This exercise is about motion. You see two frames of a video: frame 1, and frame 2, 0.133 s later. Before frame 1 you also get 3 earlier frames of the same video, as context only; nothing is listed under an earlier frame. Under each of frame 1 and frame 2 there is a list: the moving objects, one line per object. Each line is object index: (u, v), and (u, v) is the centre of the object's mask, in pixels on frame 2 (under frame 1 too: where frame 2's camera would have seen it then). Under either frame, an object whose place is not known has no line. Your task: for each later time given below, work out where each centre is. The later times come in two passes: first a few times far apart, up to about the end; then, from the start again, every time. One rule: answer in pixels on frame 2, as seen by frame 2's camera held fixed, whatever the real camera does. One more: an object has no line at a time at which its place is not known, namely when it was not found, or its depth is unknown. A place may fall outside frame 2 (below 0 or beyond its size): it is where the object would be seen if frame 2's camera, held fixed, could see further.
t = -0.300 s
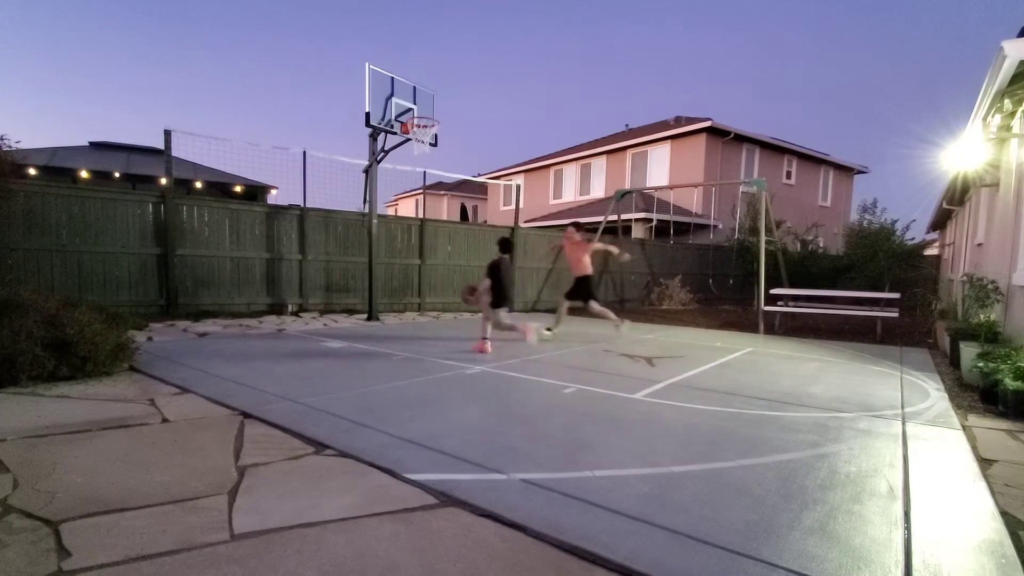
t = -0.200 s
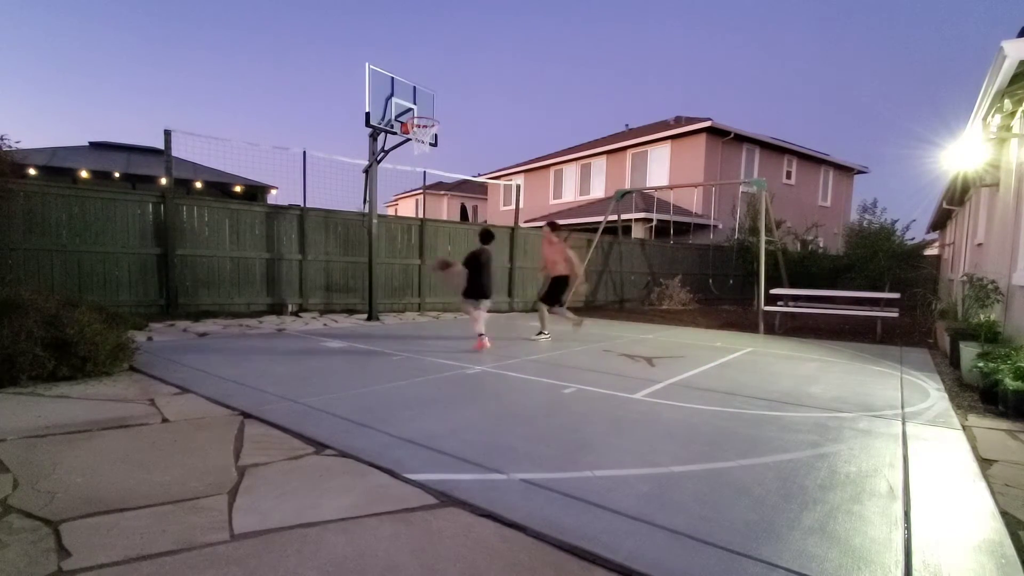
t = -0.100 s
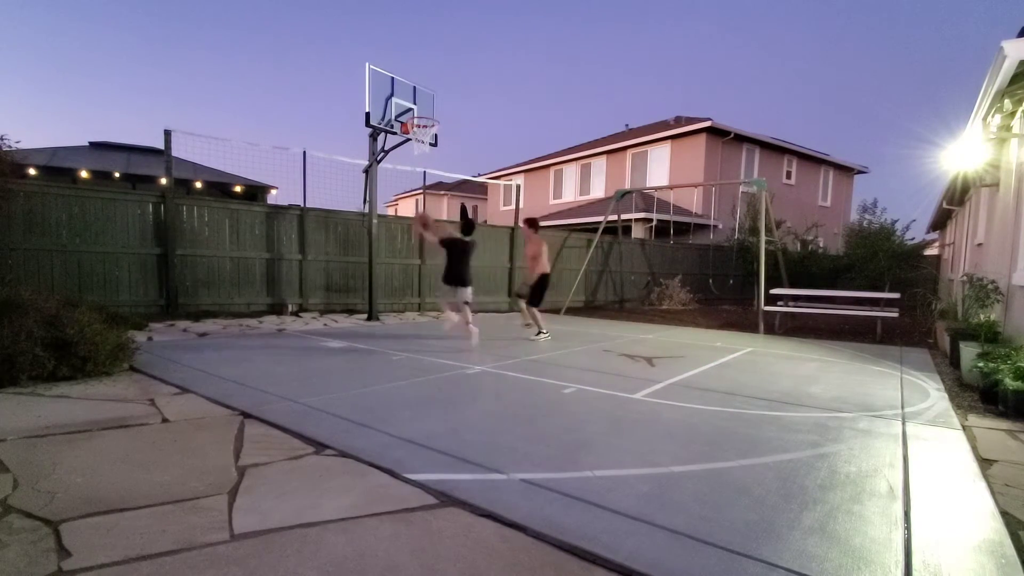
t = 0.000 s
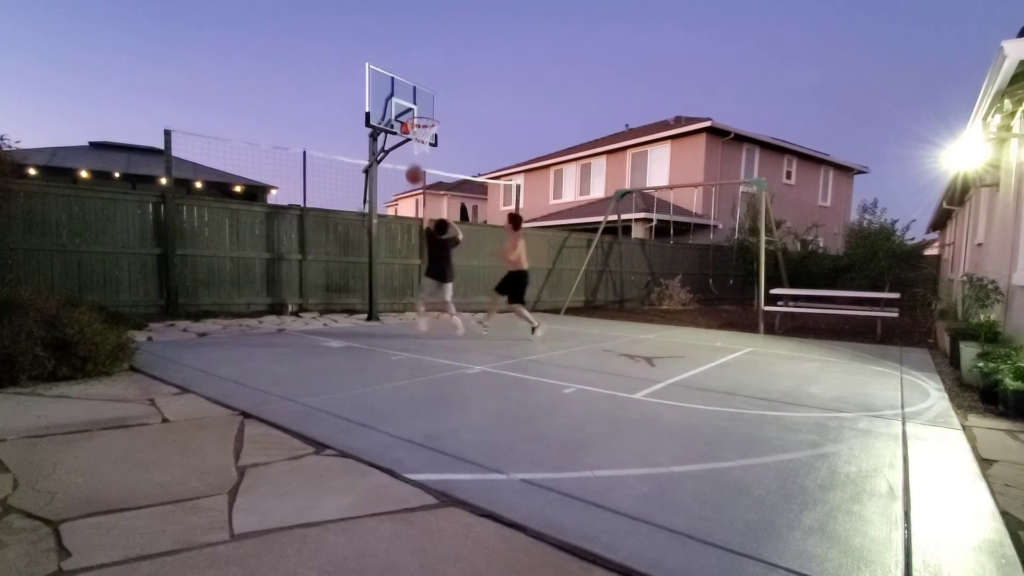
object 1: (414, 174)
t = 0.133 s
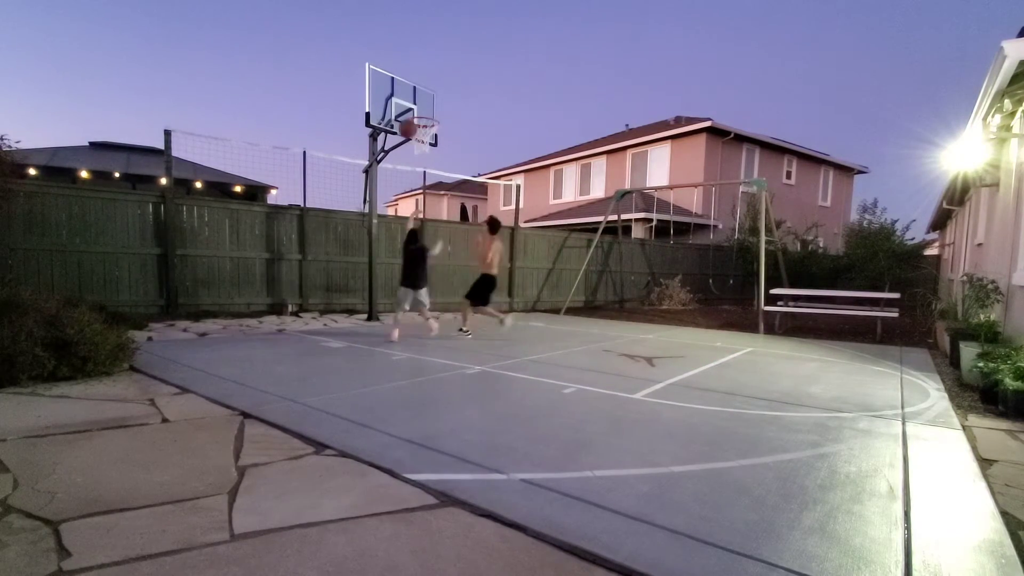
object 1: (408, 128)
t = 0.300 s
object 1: (399, 95)
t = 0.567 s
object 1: (396, 86)
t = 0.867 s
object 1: (444, 114)
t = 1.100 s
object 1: (479, 151)
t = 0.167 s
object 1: (406, 120)
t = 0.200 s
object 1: (404, 112)
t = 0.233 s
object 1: (402, 105)
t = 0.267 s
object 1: (400, 99)
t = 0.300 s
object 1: (399, 95)
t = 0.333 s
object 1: (397, 91)
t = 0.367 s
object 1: (395, 88)
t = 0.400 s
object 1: (394, 86)
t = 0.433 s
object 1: (392, 86)
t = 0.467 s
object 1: (391, 85)
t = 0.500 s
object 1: (389, 86)
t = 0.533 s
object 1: (391, 86)
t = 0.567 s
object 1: (396, 86)
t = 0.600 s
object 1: (402, 87)
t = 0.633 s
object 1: (407, 88)
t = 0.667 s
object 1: (413, 91)
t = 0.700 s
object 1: (418, 94)
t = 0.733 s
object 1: (423, 98)
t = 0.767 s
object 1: (428, 102)
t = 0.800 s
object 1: (433, 108)
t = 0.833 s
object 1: (438, 112)
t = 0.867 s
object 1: (444, 114)
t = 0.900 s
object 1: (449, 117)
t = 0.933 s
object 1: (454, 121)
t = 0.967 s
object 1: (459, 125)
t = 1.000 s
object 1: (464, 131)
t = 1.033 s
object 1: (469, 136)
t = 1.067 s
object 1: (474, 143)
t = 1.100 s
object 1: (479, 151)
